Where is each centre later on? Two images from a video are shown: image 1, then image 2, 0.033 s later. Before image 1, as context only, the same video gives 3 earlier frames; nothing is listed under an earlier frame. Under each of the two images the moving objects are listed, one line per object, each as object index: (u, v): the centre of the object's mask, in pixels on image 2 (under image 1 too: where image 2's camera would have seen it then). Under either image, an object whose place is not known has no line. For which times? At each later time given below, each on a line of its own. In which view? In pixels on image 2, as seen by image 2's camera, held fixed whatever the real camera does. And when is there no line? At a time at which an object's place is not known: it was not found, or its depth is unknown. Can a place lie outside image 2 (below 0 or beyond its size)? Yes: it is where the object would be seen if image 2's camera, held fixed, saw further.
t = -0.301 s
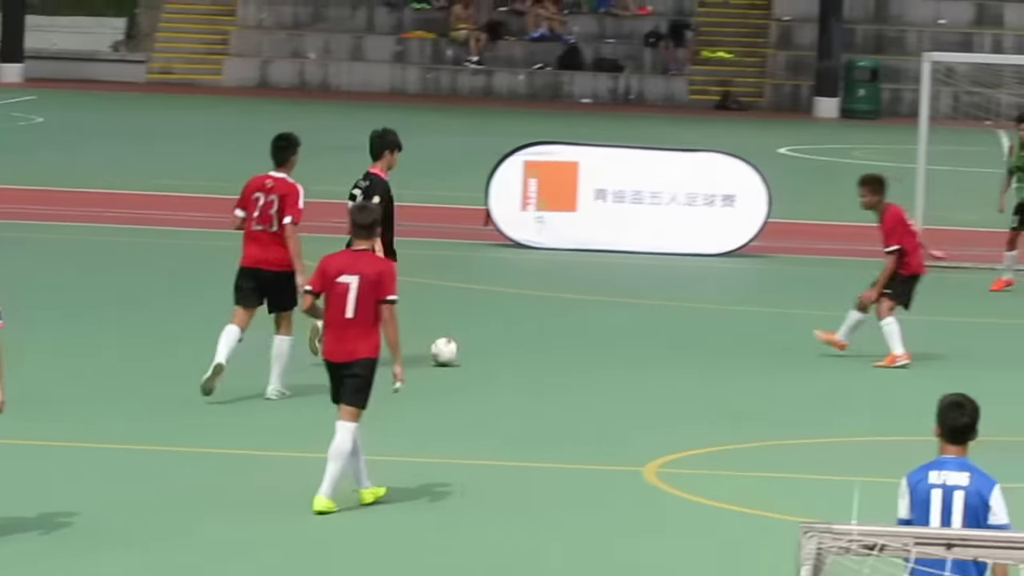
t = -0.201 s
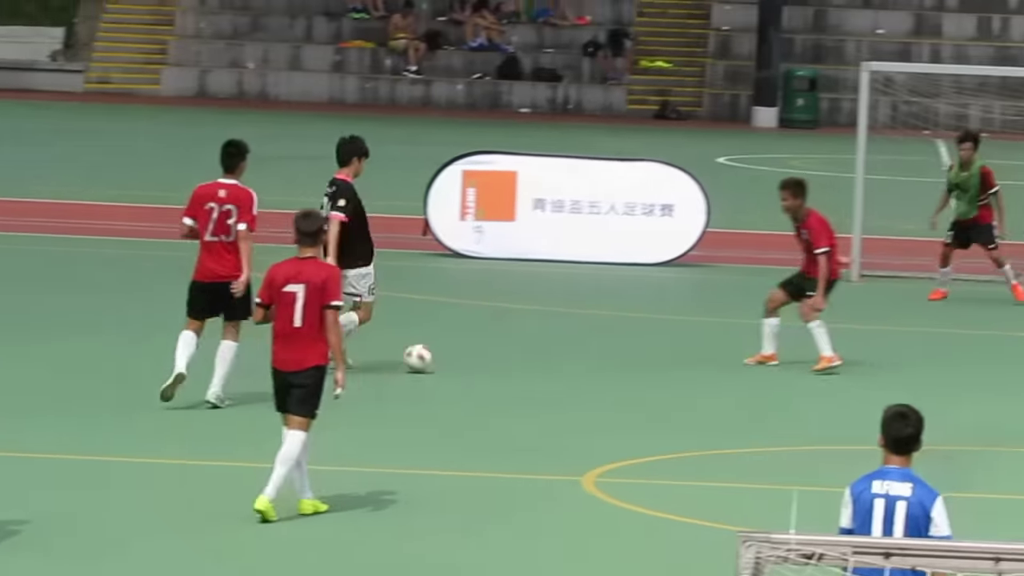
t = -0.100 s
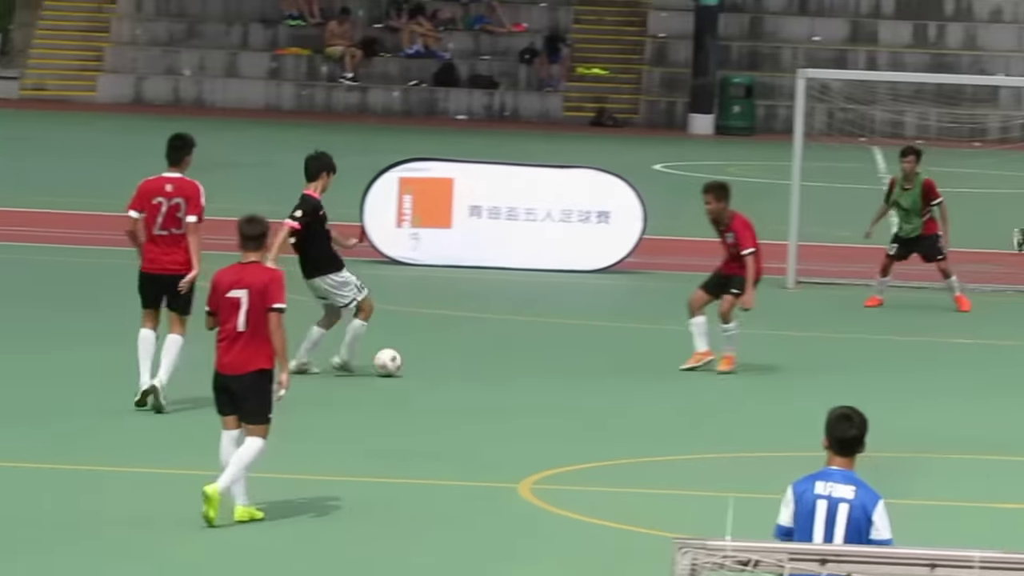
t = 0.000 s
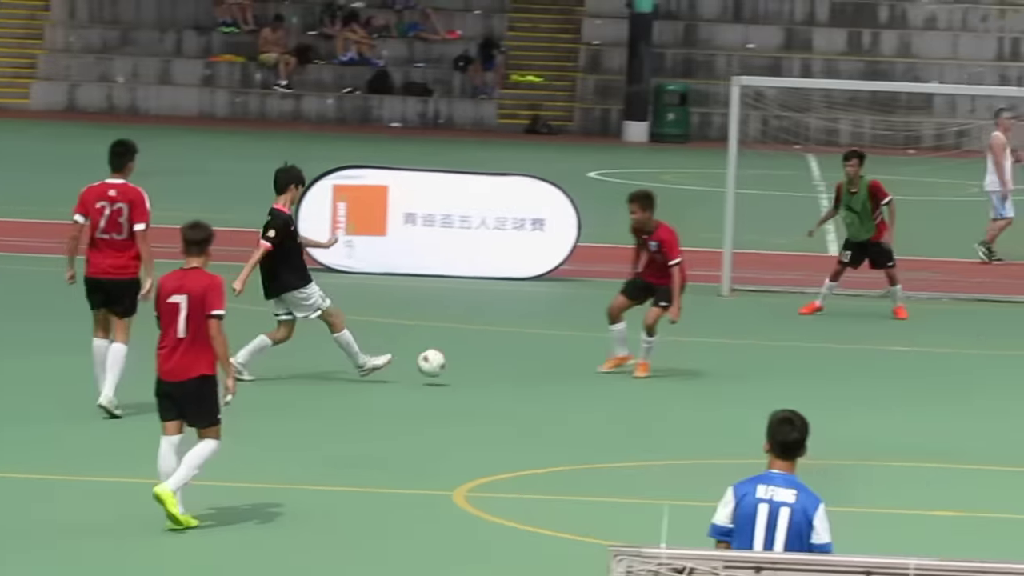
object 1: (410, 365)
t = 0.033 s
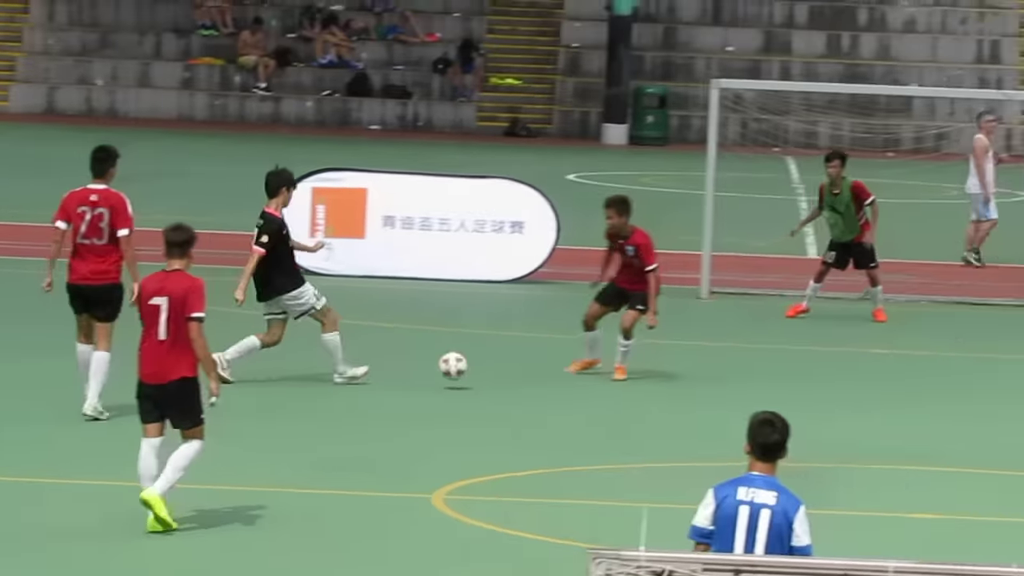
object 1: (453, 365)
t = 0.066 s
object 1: (494, 367)
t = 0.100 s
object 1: (536, 369)
